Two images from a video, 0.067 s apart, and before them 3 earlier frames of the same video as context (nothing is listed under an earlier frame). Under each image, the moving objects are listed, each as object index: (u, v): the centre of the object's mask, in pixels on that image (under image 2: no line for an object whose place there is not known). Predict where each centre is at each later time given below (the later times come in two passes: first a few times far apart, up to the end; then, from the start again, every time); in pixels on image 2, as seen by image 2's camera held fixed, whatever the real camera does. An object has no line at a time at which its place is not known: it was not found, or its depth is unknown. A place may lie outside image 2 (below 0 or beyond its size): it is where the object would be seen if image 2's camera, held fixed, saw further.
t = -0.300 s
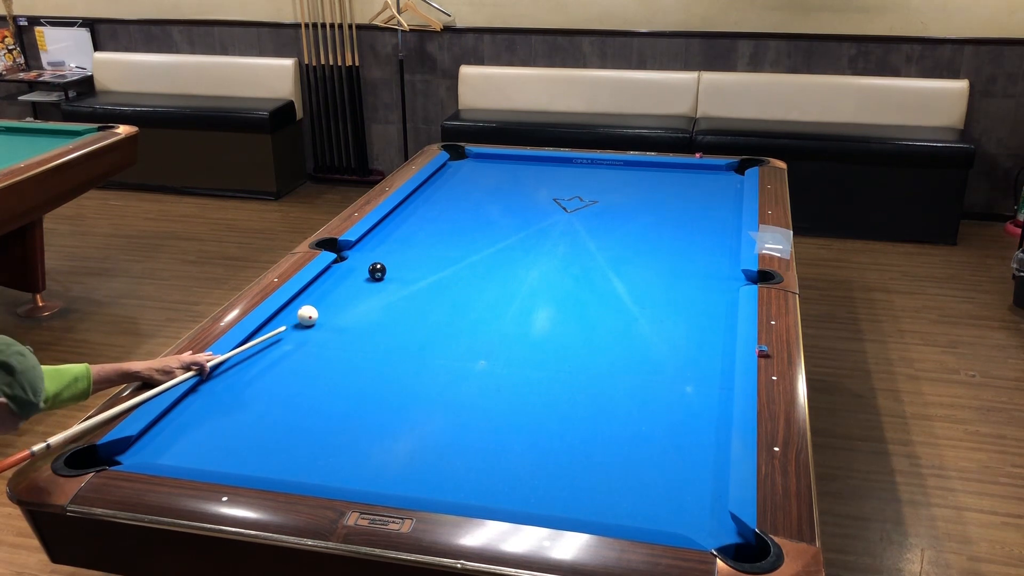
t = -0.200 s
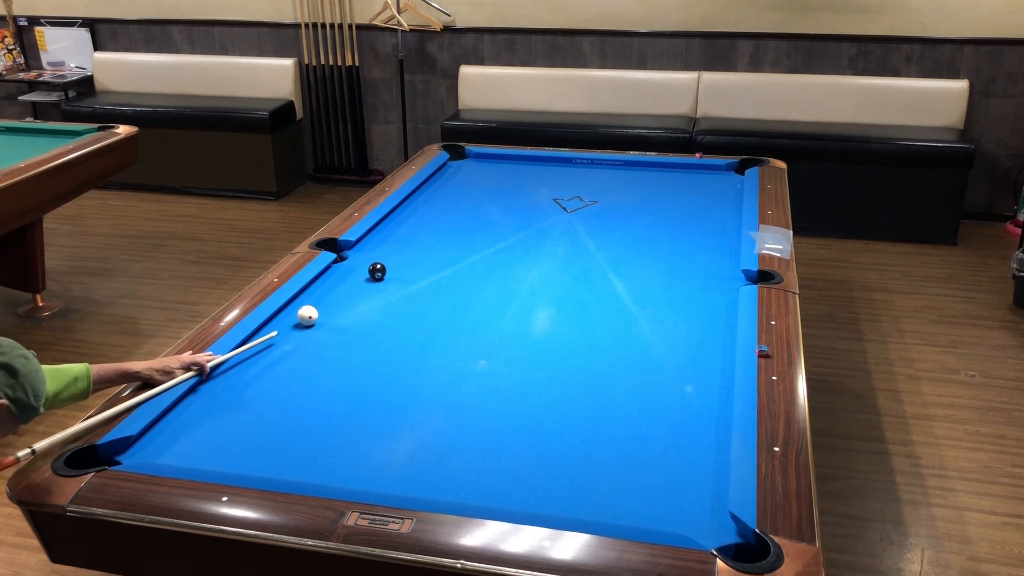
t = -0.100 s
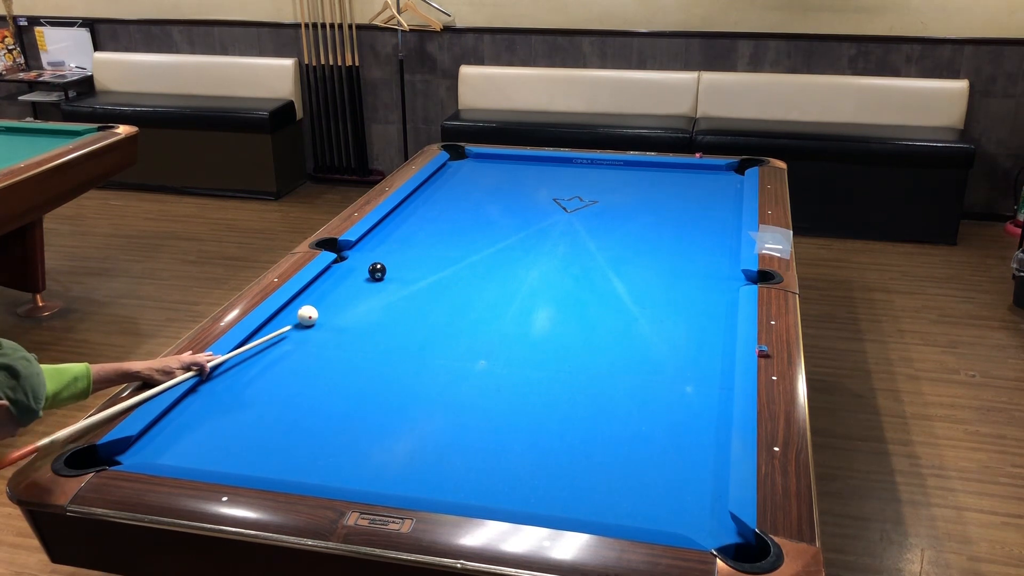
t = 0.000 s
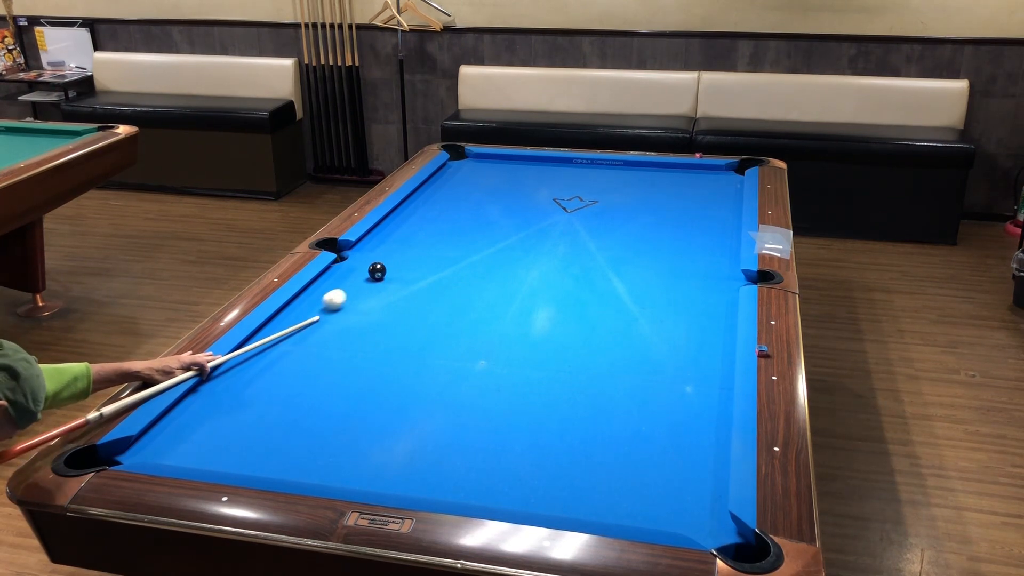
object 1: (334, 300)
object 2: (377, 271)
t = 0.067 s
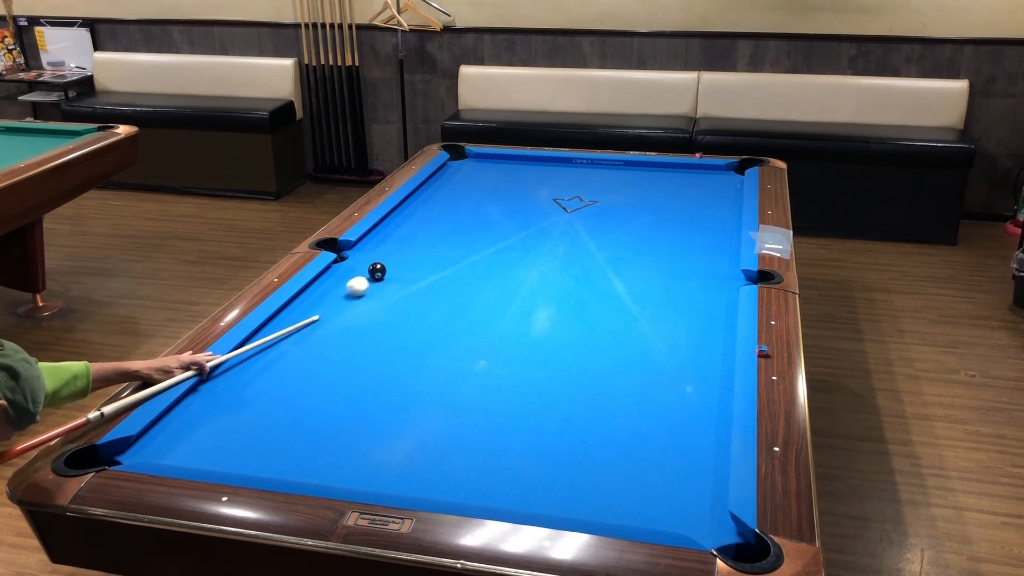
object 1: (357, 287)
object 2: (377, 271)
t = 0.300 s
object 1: (397, 278)
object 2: (391, 249)
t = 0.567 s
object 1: (429, 279)
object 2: (406, 225)
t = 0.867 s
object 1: (462, 280)
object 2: (420, 202)
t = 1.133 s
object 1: (490, 281)
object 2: (431, 185)
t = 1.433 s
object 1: (519, 281)
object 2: (447, 169)
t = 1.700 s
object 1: (544, 282)
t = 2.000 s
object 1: (570, 283)
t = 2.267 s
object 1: (590, 283)
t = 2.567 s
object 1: (612, 284)
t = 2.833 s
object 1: (630, 284)
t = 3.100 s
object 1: (646, 285)
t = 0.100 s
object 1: (367, 281)
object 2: (378, 270)
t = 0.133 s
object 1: (375, 278)
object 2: (379, 266)
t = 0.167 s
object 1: (380, 278)
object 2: (381, 263)
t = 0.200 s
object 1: (385, 278)
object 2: (384, 260)
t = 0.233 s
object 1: (389, 278)
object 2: (386, 256)
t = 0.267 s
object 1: (393, 278)
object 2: (389, 252)
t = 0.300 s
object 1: (397, 278)
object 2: (391, 249)
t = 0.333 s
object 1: (401, 278)
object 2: (392, 246)
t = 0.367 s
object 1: (405, 279)
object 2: (395, 243)
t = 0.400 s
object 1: (409, 279)
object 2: (397, 240)
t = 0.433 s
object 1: (413, 279)
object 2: (398, 236)
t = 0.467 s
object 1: (417, 279)
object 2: (400, 234)
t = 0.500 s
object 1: (421, 279)
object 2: (402, 231)
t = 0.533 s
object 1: (424, 279)
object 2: (404, 228)
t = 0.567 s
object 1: (429, 279)
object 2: (406, 225)
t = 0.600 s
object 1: (432, 279)
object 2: (407, 222)
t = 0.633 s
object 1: (436, 279)
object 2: (409, 220)
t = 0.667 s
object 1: (440, 279)
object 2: (411, 217)
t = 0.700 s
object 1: (444, 279)
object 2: (412, 215)
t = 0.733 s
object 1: (447, 280)
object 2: (414, 212)
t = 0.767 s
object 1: (451, 280)
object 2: (416, 209)
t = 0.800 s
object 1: (455, 280)
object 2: (417, 207)
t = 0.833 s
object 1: (458, 280)
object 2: (419, 204)
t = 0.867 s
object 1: (462, 280)
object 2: (420, 202)
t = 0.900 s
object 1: (466, 280)
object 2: (422, 200)
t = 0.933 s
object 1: (469, 280)
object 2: (423, 198)
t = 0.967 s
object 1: (473, 280)
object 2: (424, 195)
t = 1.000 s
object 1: (476, 280)
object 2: (426, 193)
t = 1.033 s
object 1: (480, 281)
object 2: (427, 191)
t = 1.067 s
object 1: (483, 280)
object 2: (428, 189)
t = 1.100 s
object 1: (487, 280)
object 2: (430, 187)
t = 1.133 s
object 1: (490, 281)
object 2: (431, 185)
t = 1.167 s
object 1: (494, 281)
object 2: (432, 183)
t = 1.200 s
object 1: (497, 281)
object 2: (433, 181)
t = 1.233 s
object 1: (500, 281)
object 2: (435, 179)
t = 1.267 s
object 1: (504, 281)
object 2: (436, 177)
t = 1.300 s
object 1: (507, 281)
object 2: (438, 175)
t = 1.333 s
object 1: (510, 281)
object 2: (440, 173)
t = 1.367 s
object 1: (513, 281)
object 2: (442, 172)
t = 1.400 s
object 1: (516, 281)
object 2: (445, 170)
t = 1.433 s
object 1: (519, 281)
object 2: (447, 169)
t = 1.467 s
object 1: (523, 281)
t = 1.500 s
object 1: (526, 281)
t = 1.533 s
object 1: (529, 282)
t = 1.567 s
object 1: (532, 281)
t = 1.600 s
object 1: (535, 281)
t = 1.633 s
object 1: (538, 282)
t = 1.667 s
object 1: (541, 282)
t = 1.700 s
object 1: (544, 282)
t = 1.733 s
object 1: (547, 282)
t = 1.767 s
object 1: (550, 282)
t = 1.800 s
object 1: (553, 282)
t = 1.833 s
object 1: (556, 282)
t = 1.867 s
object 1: (558, 282)
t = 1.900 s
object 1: (561, 282)
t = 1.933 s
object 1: (564, 282)
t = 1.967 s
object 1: (567, 282)
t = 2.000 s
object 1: (570, 283)
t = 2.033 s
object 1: (572, 283)
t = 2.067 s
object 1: (575, 283)
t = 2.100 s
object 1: (578, 283)
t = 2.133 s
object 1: (580, 283)
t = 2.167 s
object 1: (583, 283)
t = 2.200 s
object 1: (585, 283)
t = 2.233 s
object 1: (588, 283)
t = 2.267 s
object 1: (590, 283)
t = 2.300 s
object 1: (593, 283)
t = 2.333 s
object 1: (595, 283)
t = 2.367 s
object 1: (598, 283)
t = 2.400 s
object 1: (600, 283)
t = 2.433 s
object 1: (603, 283)
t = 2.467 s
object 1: (605, 284)
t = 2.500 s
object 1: (607, 284)
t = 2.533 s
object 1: (610, 284)
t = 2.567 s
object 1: (612, 284)
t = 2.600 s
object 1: (615, 284)
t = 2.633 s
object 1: (617, 284)
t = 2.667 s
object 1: (619, 284)
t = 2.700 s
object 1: (621, 284)
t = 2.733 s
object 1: (623, 284)
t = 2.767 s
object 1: (625, 284)
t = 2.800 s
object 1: (628, 284)
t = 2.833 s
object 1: (630, 284)
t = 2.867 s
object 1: (632, 284)
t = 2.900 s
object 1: (634, 284)
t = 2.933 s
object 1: (636, 284)
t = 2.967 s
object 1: (638, 284)
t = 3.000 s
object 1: (640, 284)
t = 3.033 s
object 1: (642, 284)
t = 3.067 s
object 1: (644, 285)
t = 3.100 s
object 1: (646, 285)
